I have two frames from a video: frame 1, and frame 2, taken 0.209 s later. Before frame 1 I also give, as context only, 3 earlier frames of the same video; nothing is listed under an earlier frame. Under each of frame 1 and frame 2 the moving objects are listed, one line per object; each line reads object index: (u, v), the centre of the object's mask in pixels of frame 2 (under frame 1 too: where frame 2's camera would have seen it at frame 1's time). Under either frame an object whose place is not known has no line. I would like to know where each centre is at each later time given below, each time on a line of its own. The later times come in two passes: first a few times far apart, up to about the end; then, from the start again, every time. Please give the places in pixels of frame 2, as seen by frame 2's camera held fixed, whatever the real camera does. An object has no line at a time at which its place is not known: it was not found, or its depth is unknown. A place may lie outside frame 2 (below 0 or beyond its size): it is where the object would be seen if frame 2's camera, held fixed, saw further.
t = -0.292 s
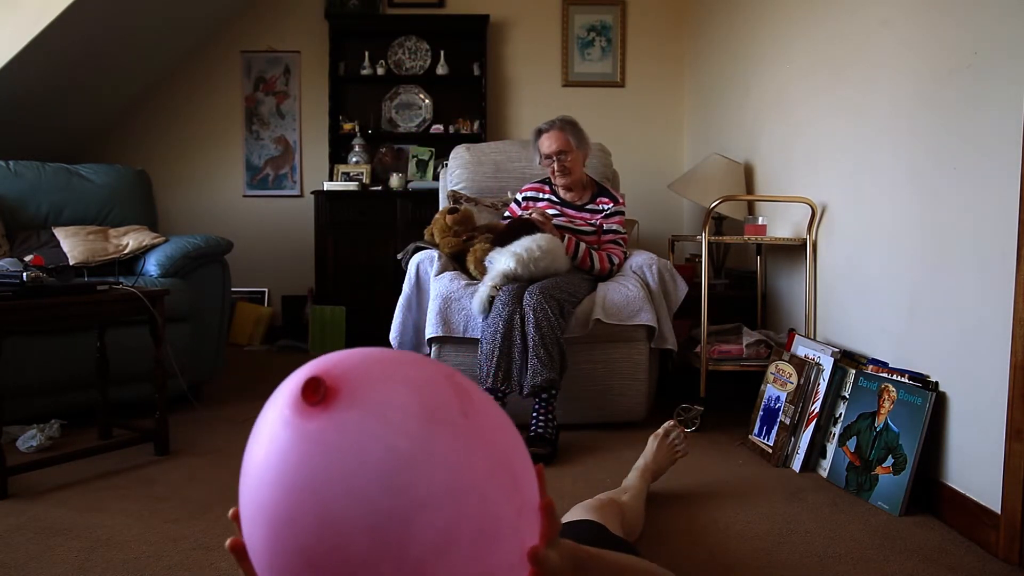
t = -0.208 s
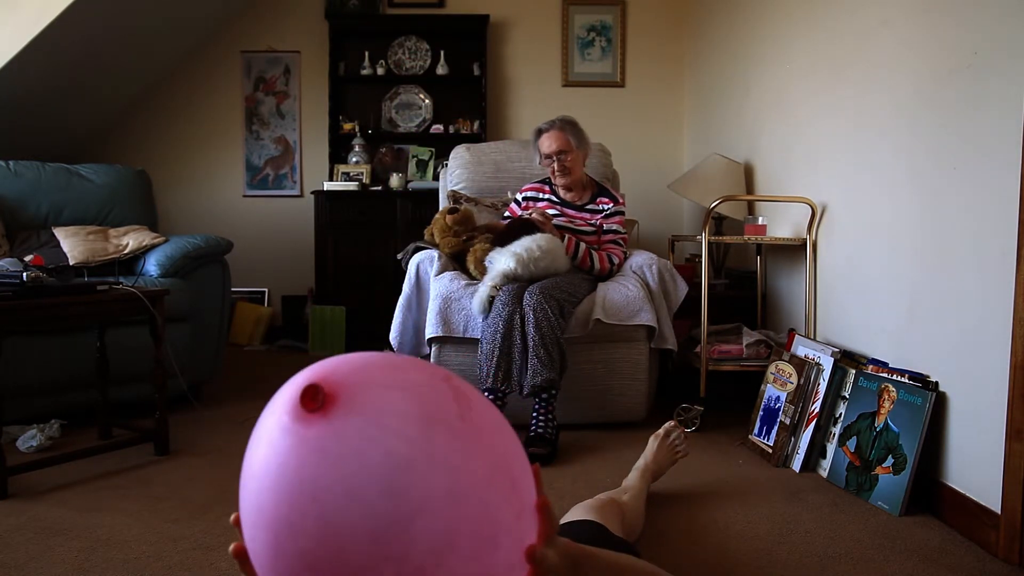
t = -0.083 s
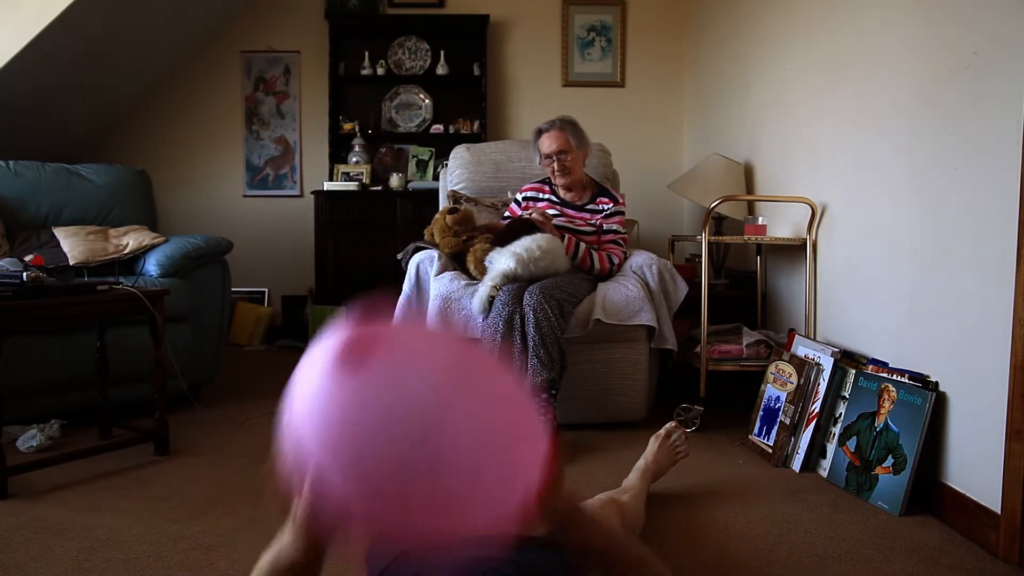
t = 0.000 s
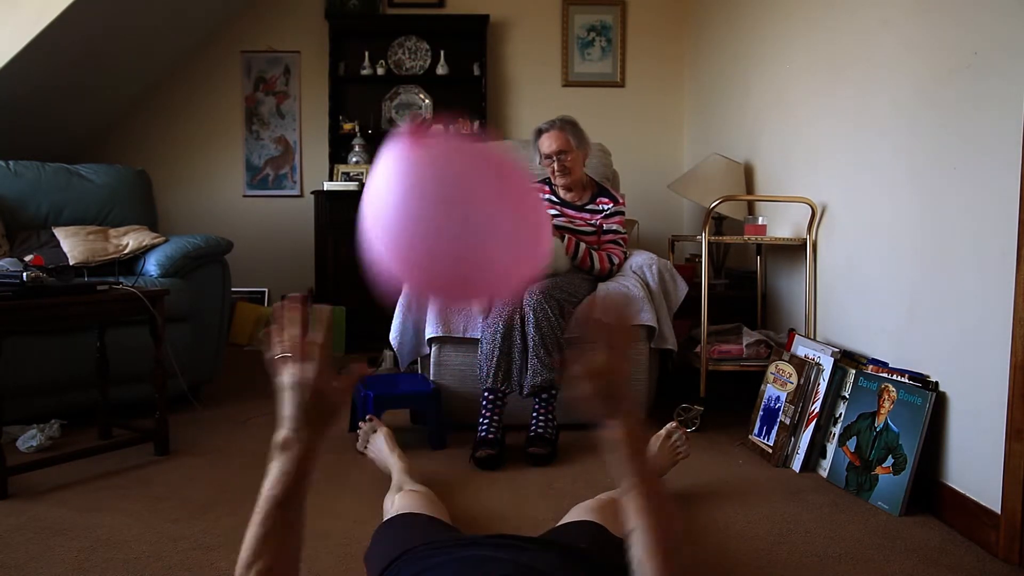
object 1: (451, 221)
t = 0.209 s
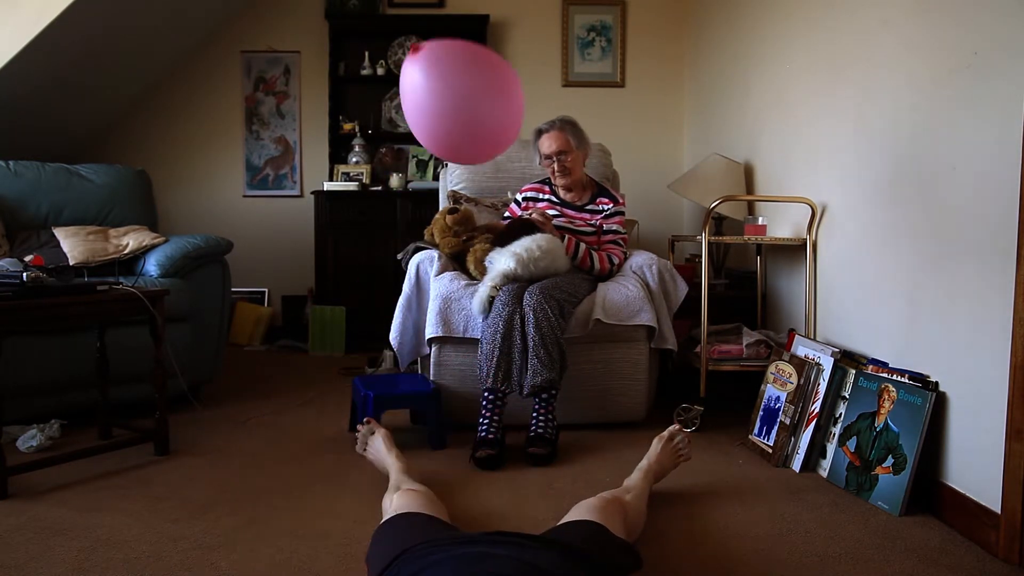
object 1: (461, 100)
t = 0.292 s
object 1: (462, 120)
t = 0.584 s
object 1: (443, 184)
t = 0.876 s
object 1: (410, 271)
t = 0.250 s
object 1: (462, 109)
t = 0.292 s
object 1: (462, 120)
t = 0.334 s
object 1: (462, 130)
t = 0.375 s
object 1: (461, 141)
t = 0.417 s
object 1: (459, 150)
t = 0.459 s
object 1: (457, 158)
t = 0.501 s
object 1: (453, 166)
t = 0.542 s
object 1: (448, 175)
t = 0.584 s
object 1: (443, 184)
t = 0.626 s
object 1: (439, 194)
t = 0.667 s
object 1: (433, 204)
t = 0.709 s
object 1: (428, 216)
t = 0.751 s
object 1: (423, 228)
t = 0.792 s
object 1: (419, 241)
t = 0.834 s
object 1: (414, 256)
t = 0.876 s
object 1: (410, 271)
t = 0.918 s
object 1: (406, 287)
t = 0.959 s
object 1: (401, 305)
